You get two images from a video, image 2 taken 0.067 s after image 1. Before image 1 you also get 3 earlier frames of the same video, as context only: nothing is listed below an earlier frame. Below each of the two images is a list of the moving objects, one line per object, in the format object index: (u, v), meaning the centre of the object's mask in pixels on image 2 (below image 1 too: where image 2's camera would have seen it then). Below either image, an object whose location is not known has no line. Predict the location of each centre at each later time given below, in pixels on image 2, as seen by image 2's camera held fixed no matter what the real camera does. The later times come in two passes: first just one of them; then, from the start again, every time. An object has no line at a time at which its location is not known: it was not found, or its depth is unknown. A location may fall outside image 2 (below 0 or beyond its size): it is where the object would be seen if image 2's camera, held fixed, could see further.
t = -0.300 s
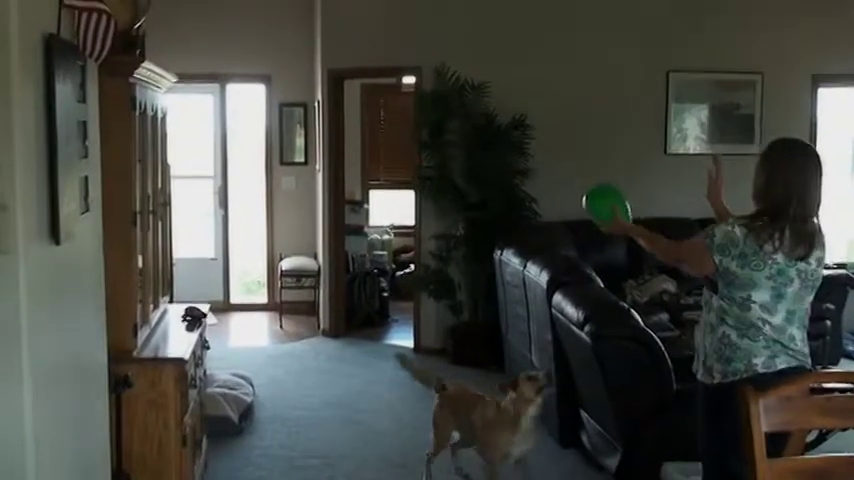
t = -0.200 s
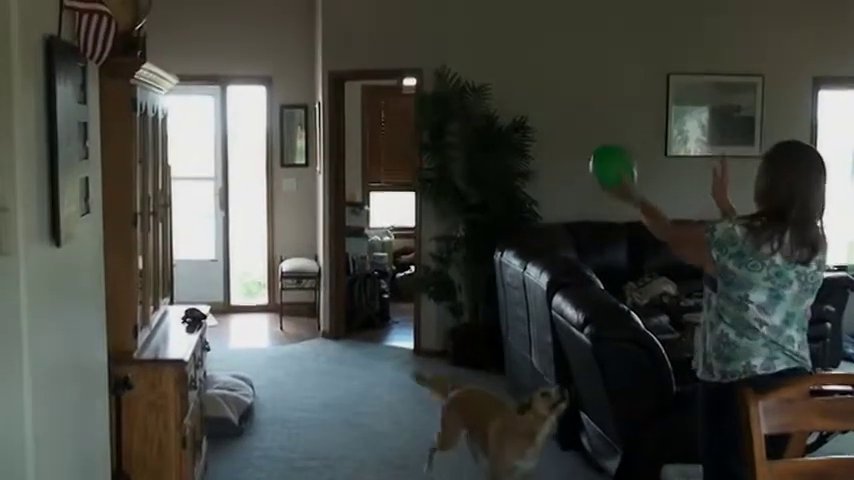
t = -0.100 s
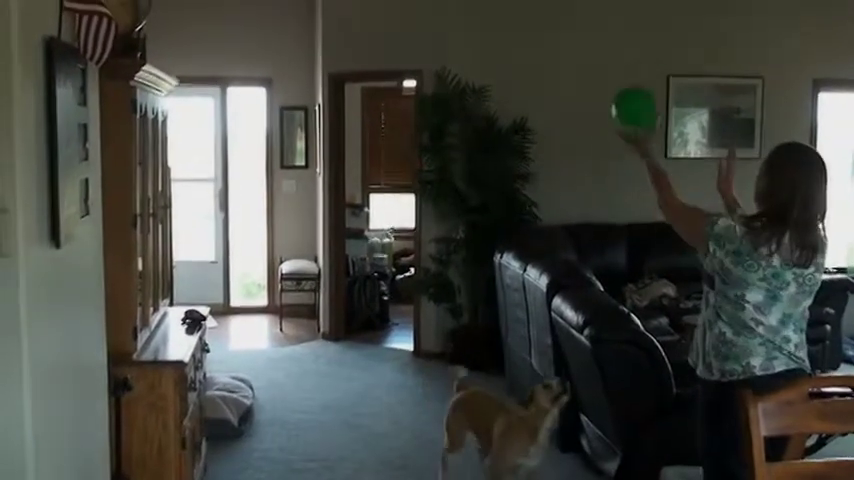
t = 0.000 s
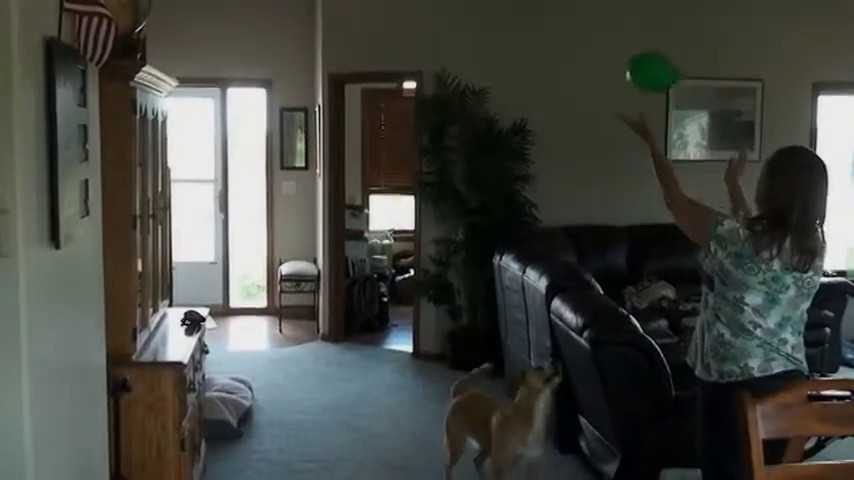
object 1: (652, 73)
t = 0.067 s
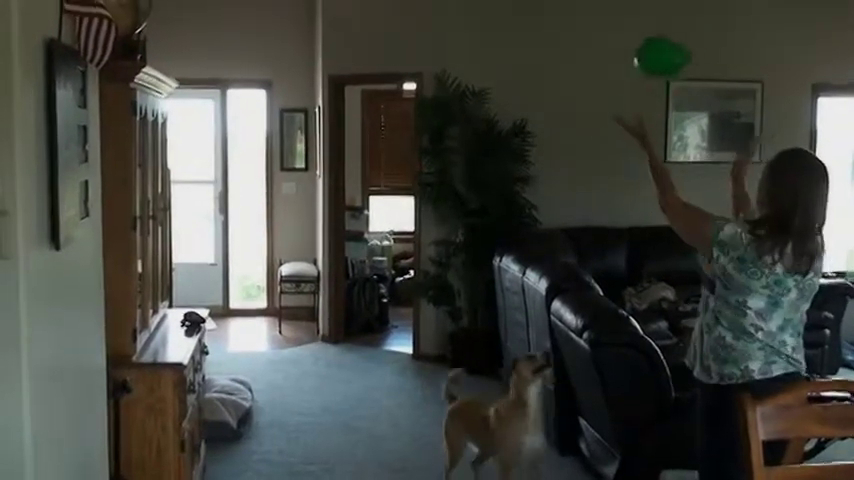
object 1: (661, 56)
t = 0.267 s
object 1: (682, 39)
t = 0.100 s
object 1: (666, 50)
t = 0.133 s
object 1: (669, 45)
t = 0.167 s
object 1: (673, 42)
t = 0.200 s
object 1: (676, 39)
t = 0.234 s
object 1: (680, 39)
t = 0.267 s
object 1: (682, 39)
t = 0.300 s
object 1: (684, 39)
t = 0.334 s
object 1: (687, 41)
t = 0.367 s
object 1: (690, 45)
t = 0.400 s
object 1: (692, 47)
